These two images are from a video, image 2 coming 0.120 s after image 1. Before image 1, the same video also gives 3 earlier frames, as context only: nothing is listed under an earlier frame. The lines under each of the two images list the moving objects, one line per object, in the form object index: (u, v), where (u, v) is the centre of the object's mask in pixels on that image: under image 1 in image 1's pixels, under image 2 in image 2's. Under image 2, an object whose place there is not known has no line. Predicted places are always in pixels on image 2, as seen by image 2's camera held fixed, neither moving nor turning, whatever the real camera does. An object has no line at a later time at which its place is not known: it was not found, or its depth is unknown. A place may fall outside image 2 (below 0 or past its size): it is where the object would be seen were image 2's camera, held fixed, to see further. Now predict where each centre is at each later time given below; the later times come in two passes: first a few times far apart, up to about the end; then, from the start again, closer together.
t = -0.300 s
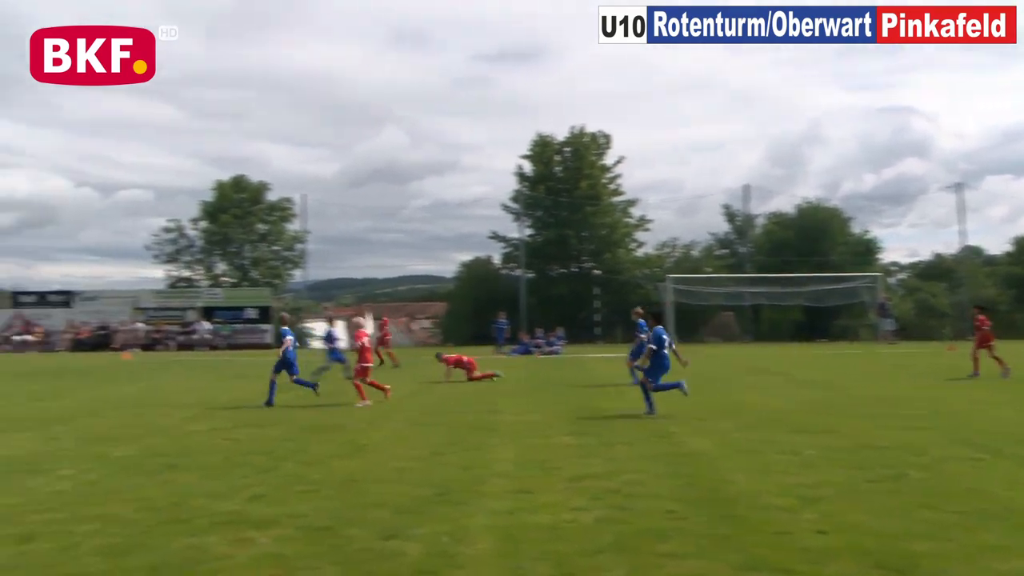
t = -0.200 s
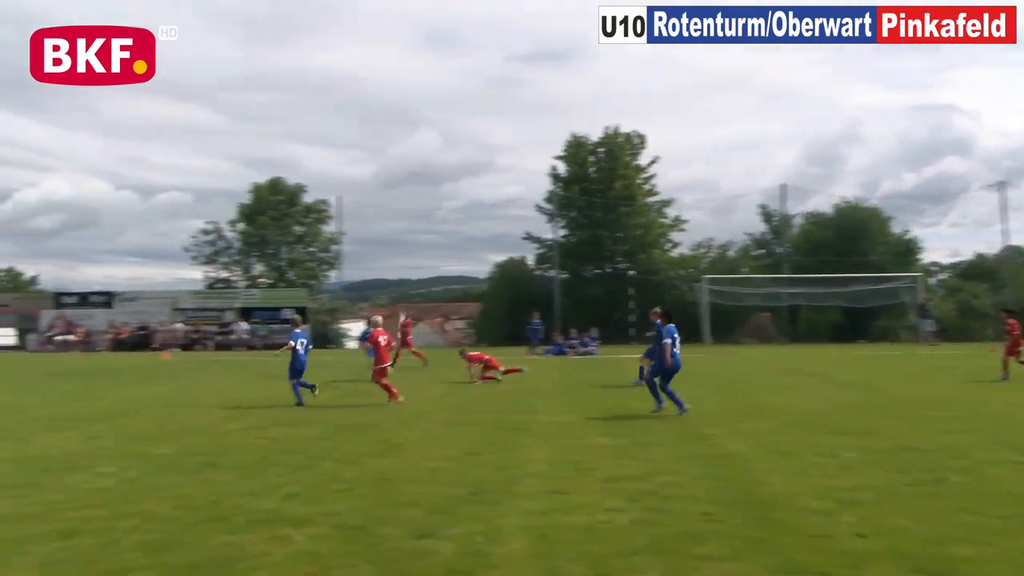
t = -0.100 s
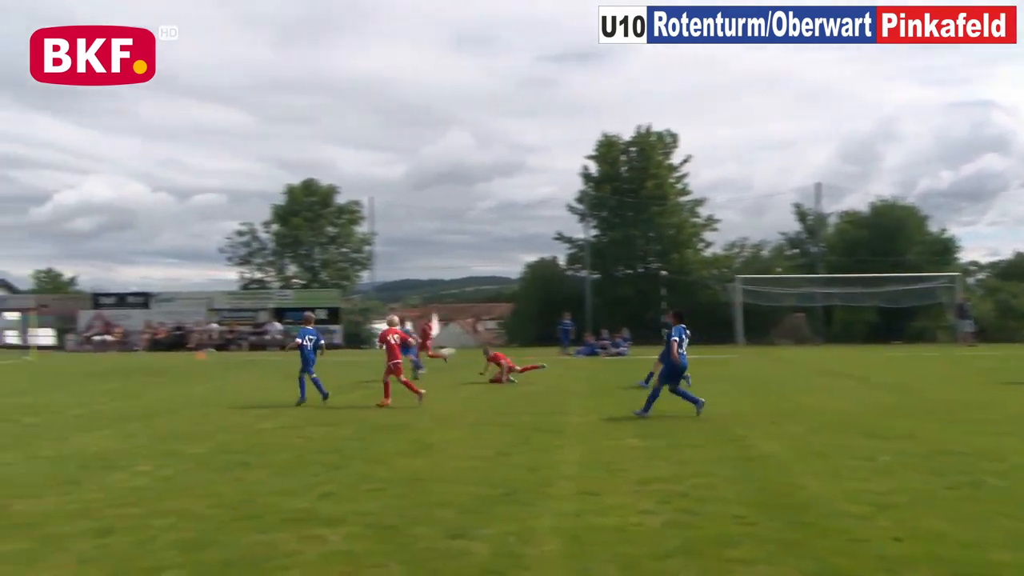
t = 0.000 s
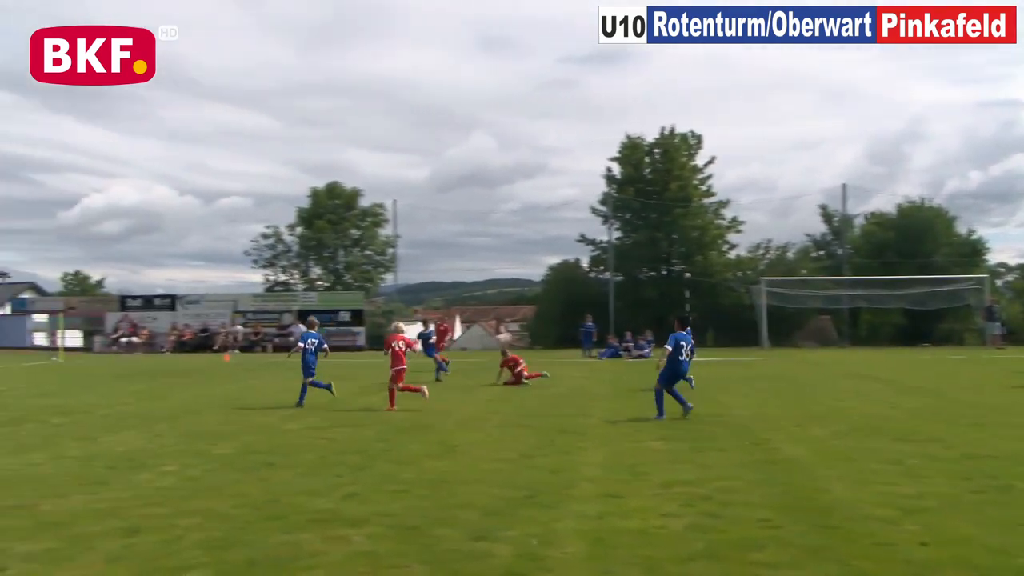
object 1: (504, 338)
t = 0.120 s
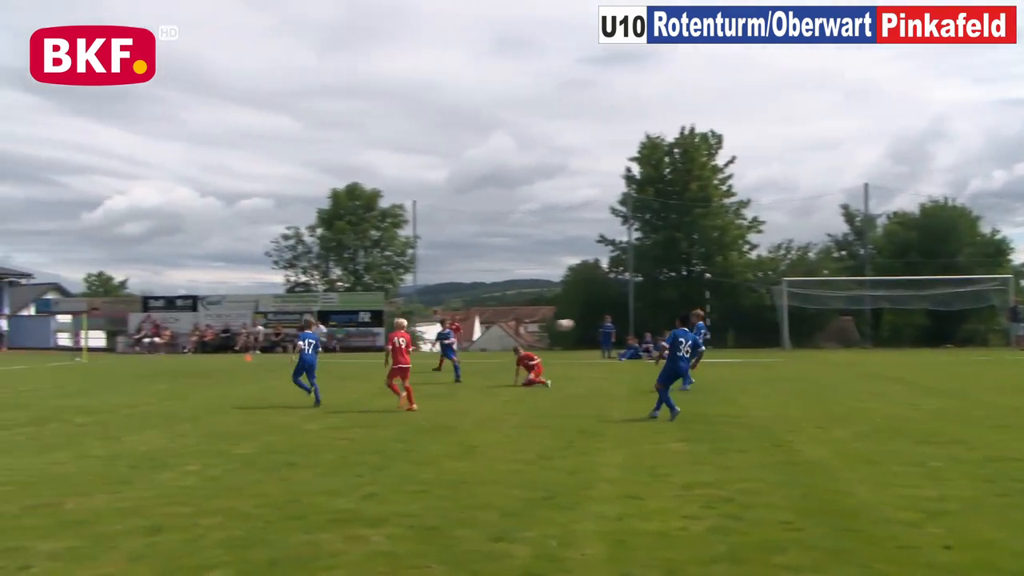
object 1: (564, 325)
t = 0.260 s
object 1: (621, 316)
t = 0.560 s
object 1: (766, 335)
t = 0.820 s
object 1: (933, 411)
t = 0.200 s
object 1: (596, 319)
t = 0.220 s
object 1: (604, 318)
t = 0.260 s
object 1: (621, 316)
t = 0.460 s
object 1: (714, 322)
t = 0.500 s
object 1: (734, 326)
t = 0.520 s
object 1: (745, 329)
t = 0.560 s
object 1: (766, 335)
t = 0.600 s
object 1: (789, 342)
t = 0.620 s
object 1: (801, 346)
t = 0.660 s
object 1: (825, 356)
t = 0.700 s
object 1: (850, 367)
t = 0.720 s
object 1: (863, 373)
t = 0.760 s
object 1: (891, 387)
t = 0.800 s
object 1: (919, 403)
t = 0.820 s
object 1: (933, 411)
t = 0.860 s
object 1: (957, 420)
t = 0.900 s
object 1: (970, 410)
